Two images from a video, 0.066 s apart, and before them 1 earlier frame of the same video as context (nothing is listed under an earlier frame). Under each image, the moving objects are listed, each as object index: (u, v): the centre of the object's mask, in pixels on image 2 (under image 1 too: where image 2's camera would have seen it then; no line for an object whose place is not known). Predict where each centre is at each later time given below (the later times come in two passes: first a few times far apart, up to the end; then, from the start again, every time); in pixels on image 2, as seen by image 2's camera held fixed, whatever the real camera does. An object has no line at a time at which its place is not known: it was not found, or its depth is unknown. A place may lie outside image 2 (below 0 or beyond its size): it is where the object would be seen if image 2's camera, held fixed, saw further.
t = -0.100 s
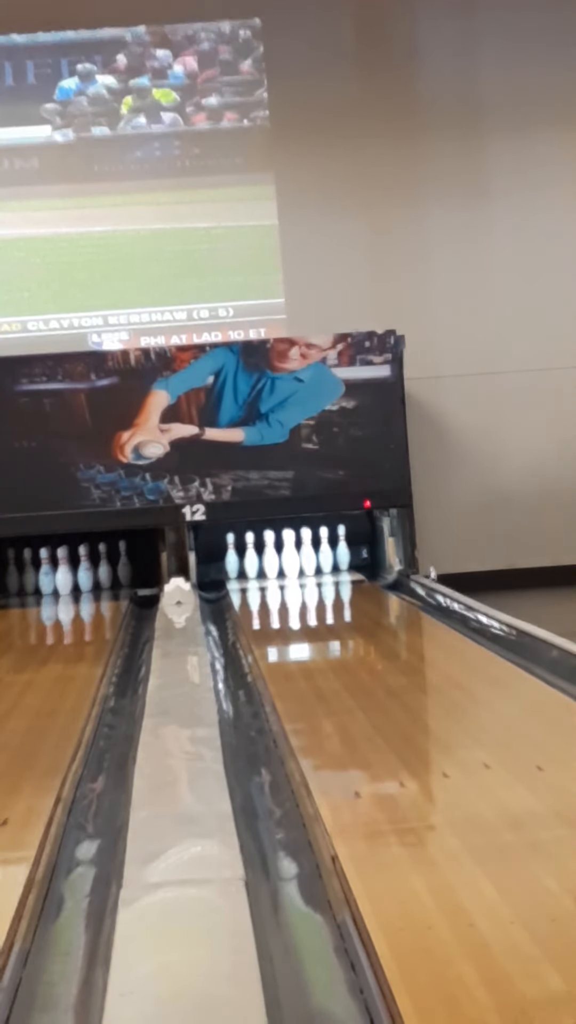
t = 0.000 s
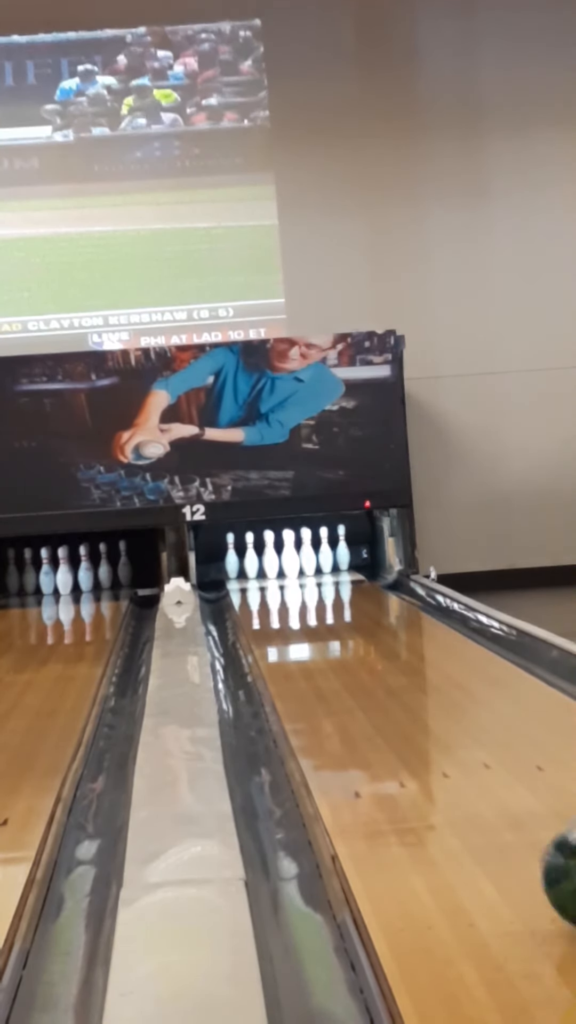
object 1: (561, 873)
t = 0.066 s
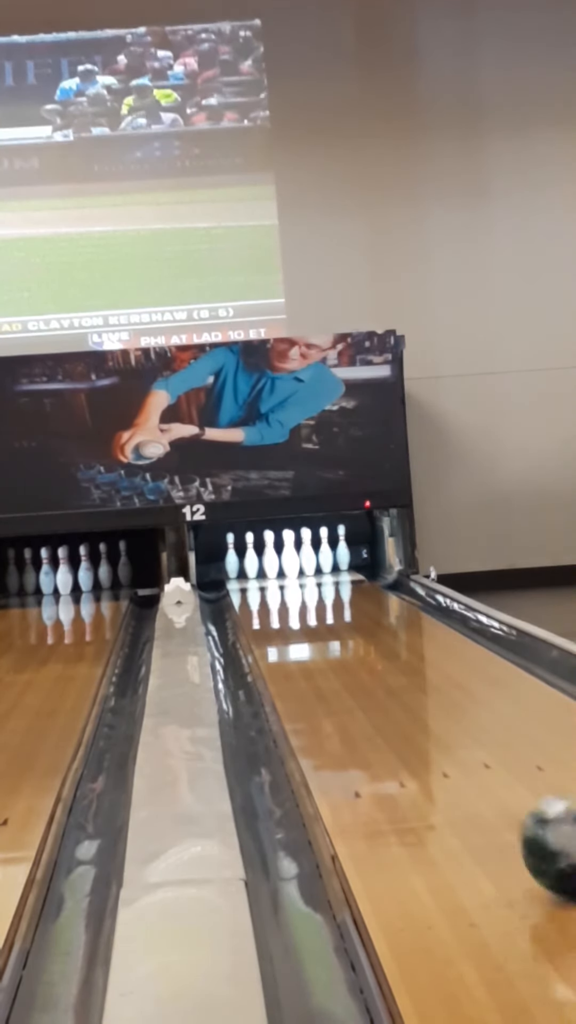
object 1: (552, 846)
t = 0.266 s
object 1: (517, 776)
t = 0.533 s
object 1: (468, 716)
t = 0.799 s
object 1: (434, 676)
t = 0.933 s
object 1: (421, 661)
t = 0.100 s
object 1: (548, 831)
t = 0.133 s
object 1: (543, 818)
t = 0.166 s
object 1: (538, 807)
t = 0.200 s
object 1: (532, 796)
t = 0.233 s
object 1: (525, 786)
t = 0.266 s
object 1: (517, 776)
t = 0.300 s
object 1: (509, 767)
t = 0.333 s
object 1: (502, 758)
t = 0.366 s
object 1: (496, 750)
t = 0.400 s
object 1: (489, 742)
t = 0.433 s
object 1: (483, 735)
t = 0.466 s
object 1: (478, 728)
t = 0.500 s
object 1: (472, 721)
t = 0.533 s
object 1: (468, 716)
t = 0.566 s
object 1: (463, 711)
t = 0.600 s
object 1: (458, 705)
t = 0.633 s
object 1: (454, 700)
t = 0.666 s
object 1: (449, 695)
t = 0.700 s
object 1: (445, 690)
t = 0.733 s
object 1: (441, 685)
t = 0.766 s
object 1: (438, 679)
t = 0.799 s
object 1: (434, 676)
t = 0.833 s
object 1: (430, 672)
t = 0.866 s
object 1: (427, 667)
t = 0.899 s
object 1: (424, 664)
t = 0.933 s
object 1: (421, 661)
